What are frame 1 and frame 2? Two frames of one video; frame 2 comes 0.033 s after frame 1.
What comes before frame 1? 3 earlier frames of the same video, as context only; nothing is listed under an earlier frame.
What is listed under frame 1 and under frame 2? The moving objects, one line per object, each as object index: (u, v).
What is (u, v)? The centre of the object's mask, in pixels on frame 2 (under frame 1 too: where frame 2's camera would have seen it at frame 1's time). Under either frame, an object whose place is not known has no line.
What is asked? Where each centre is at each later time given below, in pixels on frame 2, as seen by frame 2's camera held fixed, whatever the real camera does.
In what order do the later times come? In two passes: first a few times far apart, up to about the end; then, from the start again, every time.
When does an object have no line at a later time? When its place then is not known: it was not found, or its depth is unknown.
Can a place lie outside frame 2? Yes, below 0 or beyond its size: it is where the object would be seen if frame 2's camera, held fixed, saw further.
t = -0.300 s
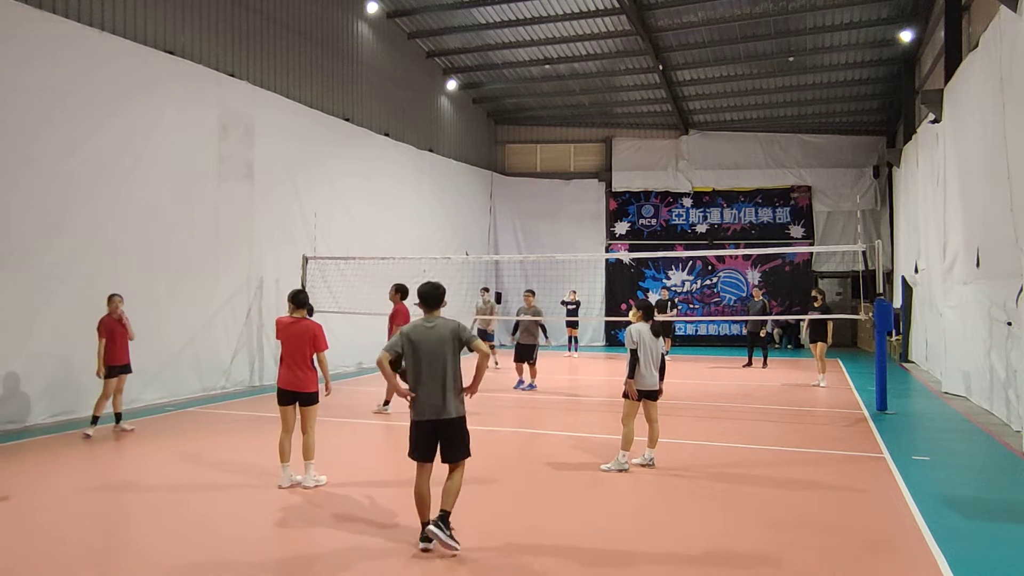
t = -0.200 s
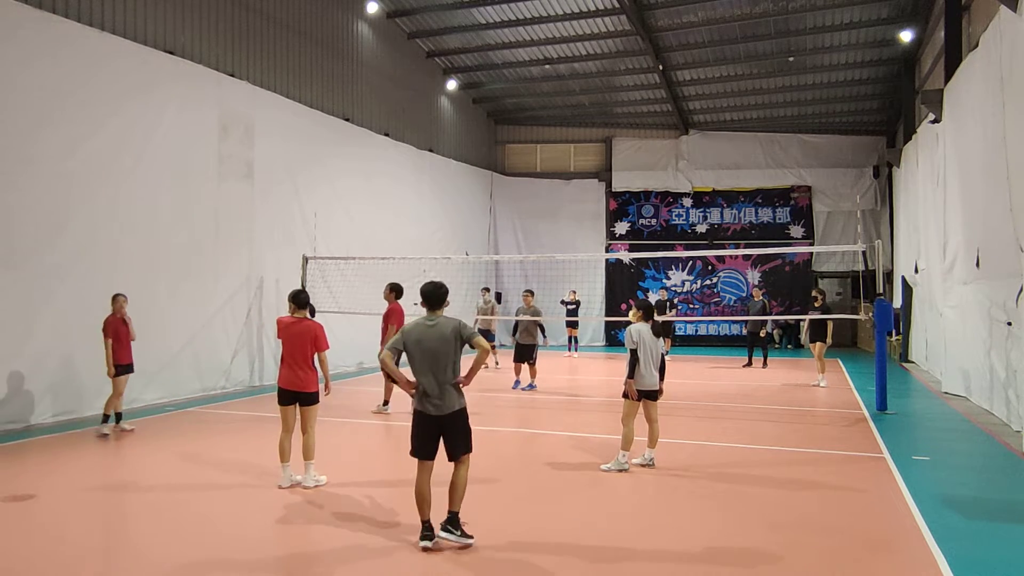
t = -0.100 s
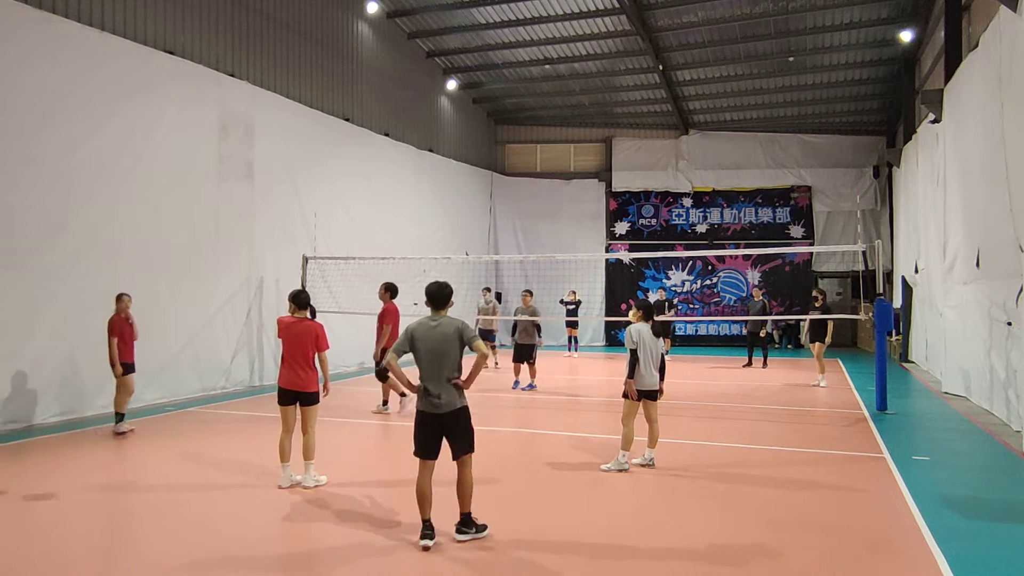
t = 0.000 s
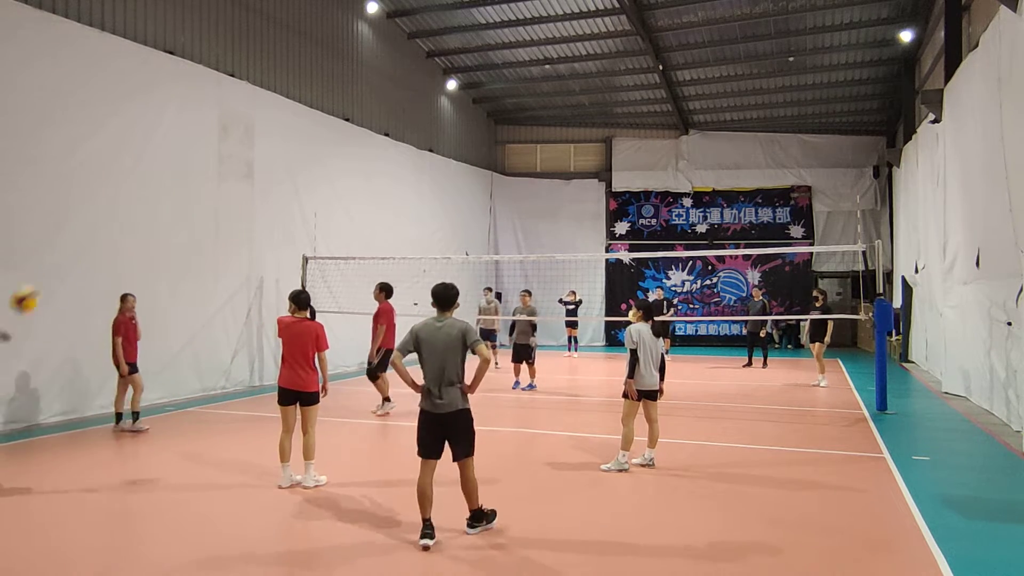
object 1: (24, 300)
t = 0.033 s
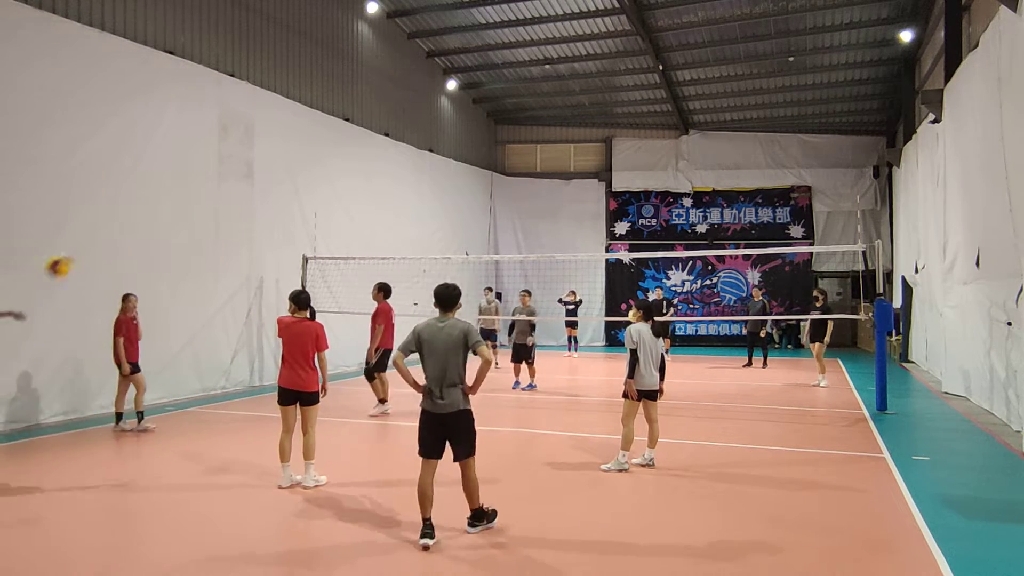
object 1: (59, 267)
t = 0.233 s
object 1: (214, 120)
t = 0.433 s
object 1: (320, 54)
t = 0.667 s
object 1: (408, 30)
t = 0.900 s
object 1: (470, 46)
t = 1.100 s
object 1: (512, 81)
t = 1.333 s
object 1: (549, 139)
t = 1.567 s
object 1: (578, 211)
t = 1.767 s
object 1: (600, 282)
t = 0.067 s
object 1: (90, 234)
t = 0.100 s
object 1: (119, 206)
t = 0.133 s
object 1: (145, 180)
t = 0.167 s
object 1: (169, 157)
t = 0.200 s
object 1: (192, 138)
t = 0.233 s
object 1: (214, 120)
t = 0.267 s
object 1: (234, 105)
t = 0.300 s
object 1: (254, 91)
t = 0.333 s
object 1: (272, 80)
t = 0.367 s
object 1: (289, 70)
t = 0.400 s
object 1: (305, 62)
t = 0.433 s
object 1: (320, 54)
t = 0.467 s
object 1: (334, 47)
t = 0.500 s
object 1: (348, 42)
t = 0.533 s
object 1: (361, 37)
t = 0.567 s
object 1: (374, 34)
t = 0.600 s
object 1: (386, 32)
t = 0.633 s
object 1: (398, 30)
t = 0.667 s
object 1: (408, 30)
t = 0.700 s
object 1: (418, 30)
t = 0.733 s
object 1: (428, 31)
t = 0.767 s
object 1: (437, 33)
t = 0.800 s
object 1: (446, 35)
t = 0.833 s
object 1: (455, 38)
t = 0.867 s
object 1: (463, 42)
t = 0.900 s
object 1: (470, 46)
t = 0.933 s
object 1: (478, 51)
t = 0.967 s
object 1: (485, 56)
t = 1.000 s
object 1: (492, 62)
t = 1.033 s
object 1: (498, 68)
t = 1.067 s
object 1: (505, 74)
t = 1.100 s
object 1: (512, 81)
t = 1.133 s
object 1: (517, 88)
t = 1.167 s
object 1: (523, 96)
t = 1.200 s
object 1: (528, 104)
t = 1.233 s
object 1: (534, 112)
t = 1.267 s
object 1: (539, 121)
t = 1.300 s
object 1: (544, 130)
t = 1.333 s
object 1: (549, 139)
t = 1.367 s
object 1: (553, 148)
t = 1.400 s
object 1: (558, 158)
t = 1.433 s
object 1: (562, 169)
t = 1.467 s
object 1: (566, 178)
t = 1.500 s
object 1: (570, 189)
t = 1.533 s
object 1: (574, 200)
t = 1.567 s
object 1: (578, 211)
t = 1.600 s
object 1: (582, 222)
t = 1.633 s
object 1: (585, 234)
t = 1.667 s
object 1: (589, 245)
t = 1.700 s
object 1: (593, 260)
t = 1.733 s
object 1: (597, 269)
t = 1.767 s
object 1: (600, 282)
